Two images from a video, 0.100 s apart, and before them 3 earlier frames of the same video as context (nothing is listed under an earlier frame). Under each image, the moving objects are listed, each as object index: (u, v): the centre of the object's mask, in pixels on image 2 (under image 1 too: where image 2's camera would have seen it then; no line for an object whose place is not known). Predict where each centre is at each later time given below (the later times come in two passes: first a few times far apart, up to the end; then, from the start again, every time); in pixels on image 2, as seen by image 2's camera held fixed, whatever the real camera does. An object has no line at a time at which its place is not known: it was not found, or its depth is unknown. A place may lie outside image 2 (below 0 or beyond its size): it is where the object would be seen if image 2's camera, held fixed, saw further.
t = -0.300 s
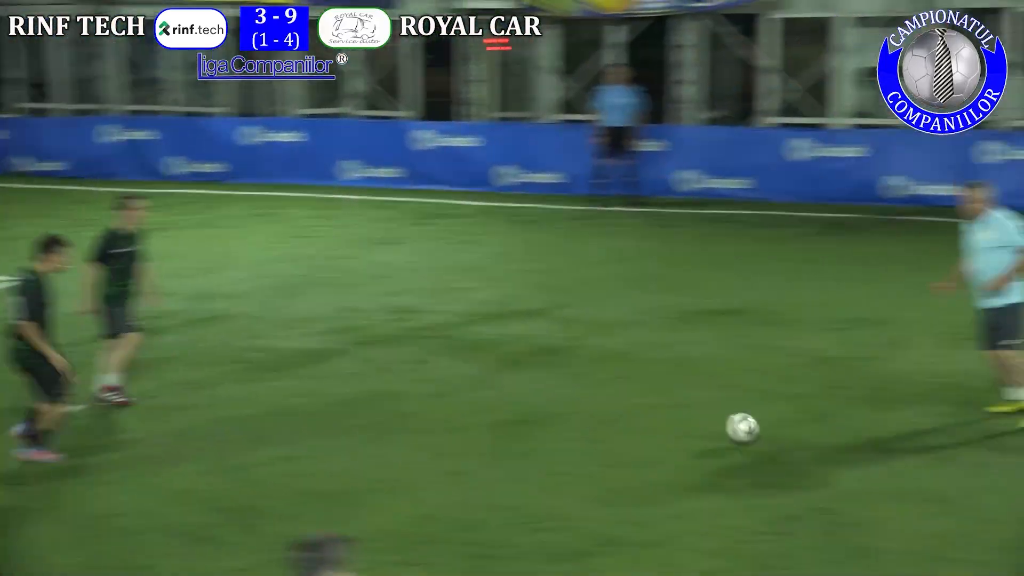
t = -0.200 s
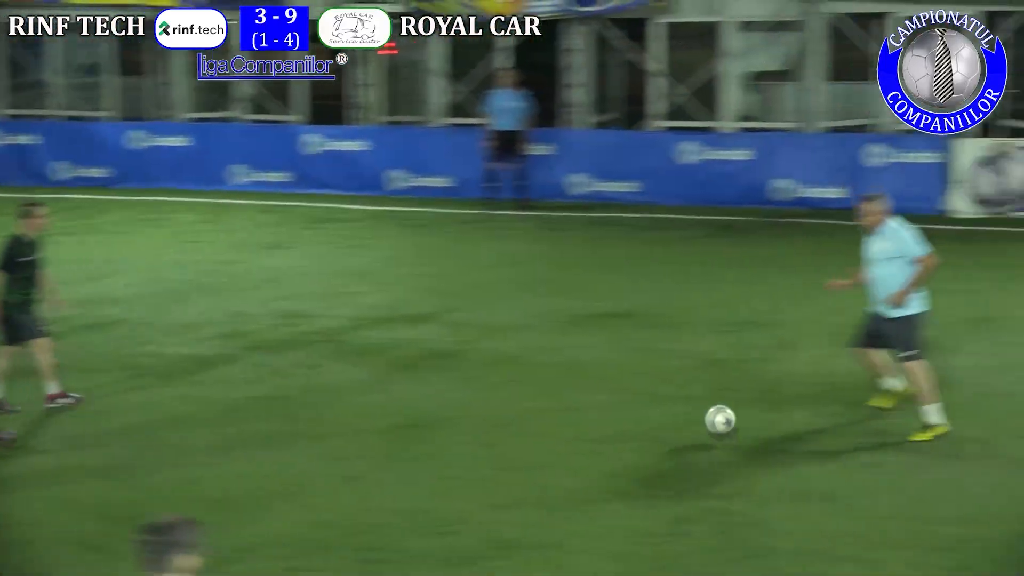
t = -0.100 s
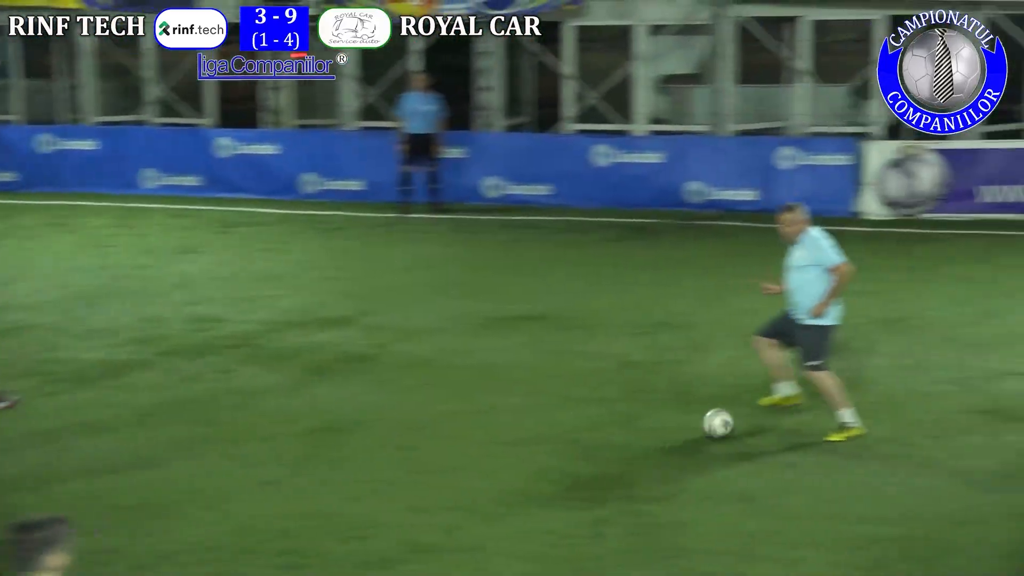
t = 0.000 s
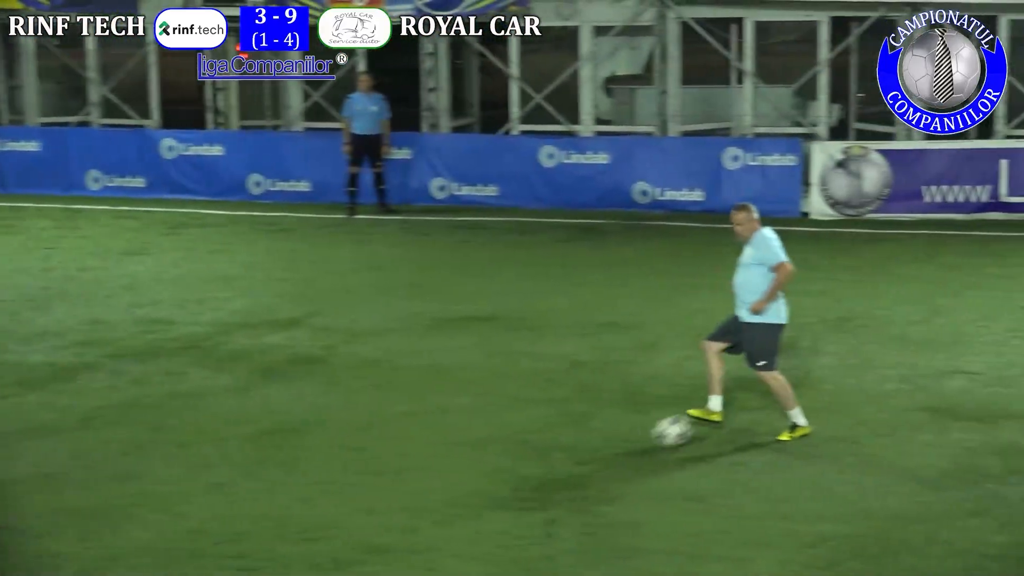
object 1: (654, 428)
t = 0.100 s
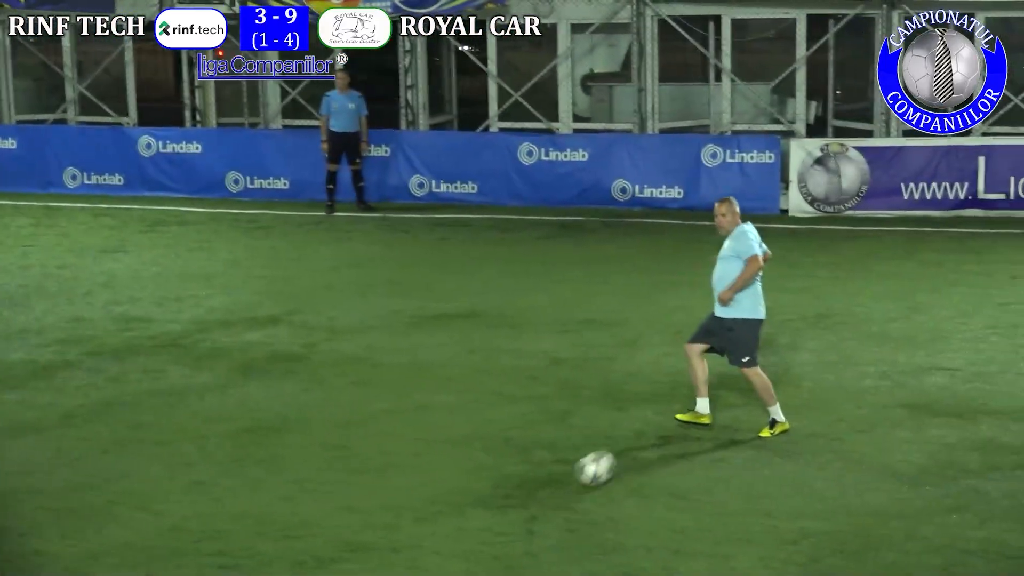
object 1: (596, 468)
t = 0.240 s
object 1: (522, 510)
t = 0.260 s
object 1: (510, 518)
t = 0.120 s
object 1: (586, 474)
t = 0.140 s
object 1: (575, 478)
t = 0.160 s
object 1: (565, 483)
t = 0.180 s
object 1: (555, 489)
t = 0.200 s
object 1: (544, 495)
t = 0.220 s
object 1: (533, 502)
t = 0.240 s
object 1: (522, 510)
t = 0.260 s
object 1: (510, 518)
